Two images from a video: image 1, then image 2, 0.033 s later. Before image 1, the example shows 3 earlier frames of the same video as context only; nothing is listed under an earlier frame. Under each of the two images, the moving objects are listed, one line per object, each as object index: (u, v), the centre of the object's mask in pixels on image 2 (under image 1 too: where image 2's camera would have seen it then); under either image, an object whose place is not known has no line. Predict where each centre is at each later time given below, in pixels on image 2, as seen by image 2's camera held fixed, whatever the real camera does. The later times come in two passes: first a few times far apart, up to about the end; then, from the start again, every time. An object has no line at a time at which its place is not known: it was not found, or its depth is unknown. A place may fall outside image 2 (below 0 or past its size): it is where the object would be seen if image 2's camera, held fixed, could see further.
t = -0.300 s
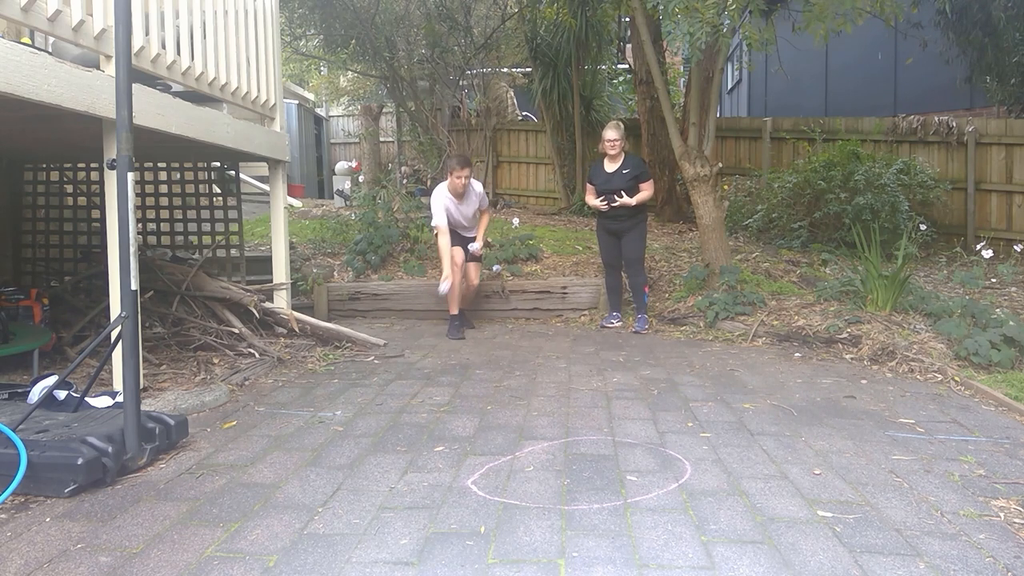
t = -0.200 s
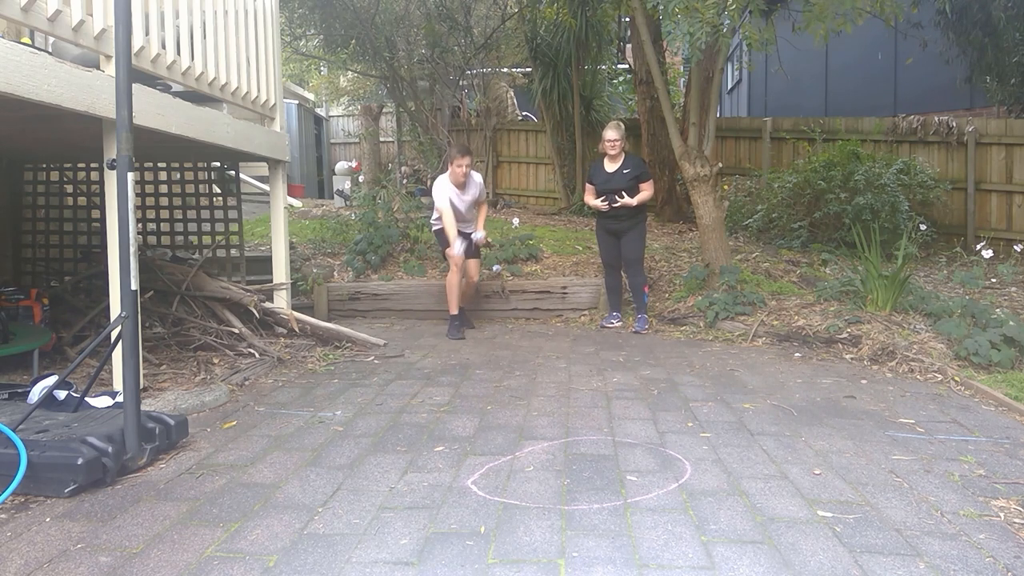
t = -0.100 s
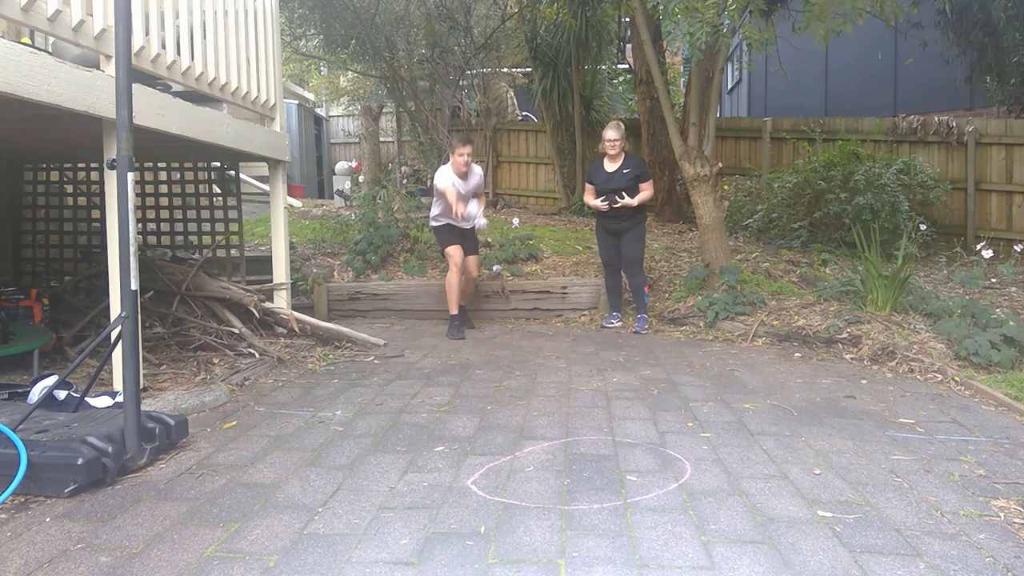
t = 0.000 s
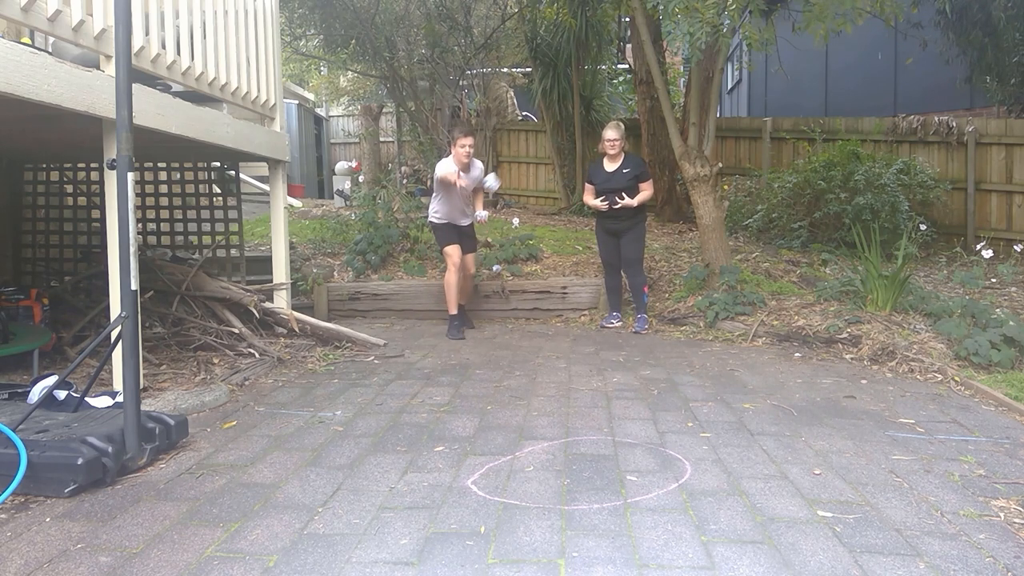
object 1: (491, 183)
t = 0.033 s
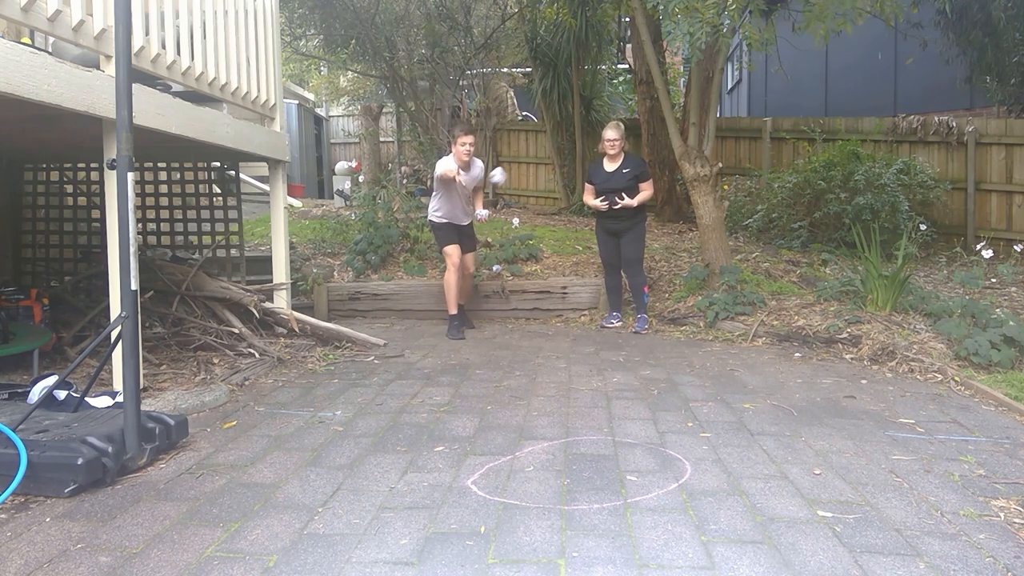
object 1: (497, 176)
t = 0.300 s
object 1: (559, 200)
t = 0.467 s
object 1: (613, 307)
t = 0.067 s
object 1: (504, 171)
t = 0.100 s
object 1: (511, 169)
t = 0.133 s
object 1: (518, 169)
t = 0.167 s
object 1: (526, 170)
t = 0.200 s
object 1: (533, 173)
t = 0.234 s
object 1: (542, 180)
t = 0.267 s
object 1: (550, 188)
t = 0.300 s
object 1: (559, 200)
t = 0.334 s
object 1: (568, 214)
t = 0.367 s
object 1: (578, 232)
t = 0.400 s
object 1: (590, 254)
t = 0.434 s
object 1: (602, 280)
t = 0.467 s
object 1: (613, 307)
